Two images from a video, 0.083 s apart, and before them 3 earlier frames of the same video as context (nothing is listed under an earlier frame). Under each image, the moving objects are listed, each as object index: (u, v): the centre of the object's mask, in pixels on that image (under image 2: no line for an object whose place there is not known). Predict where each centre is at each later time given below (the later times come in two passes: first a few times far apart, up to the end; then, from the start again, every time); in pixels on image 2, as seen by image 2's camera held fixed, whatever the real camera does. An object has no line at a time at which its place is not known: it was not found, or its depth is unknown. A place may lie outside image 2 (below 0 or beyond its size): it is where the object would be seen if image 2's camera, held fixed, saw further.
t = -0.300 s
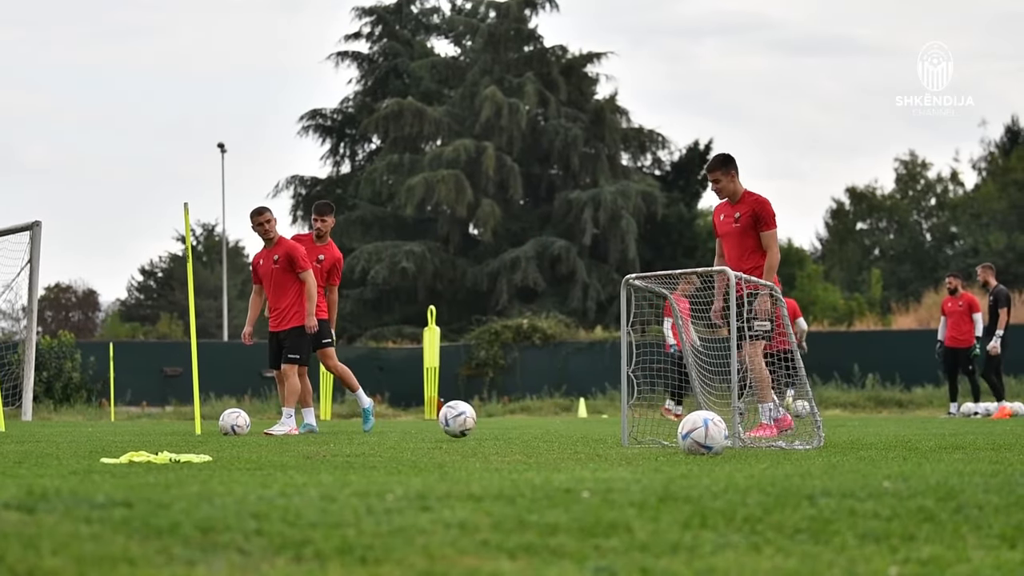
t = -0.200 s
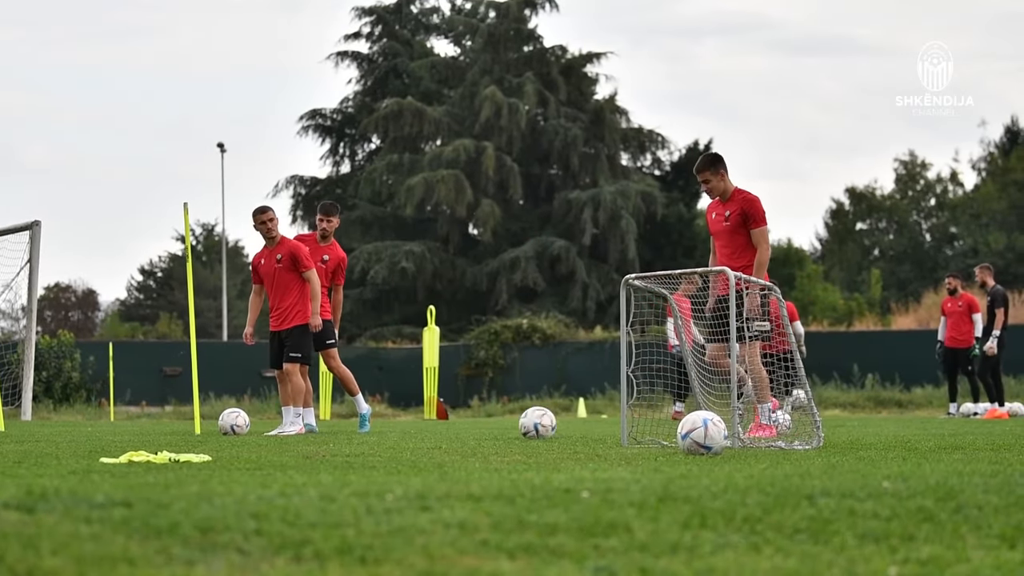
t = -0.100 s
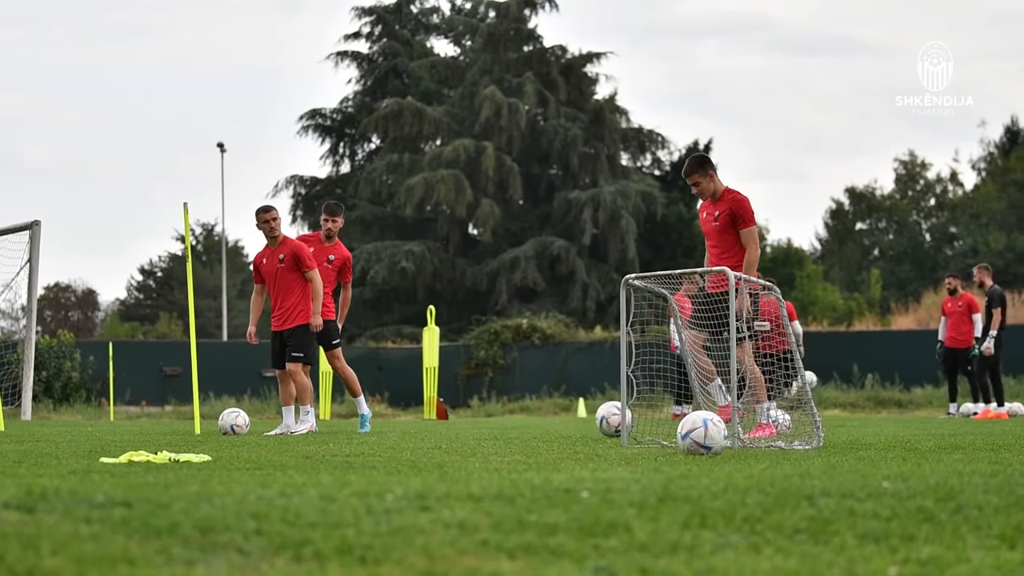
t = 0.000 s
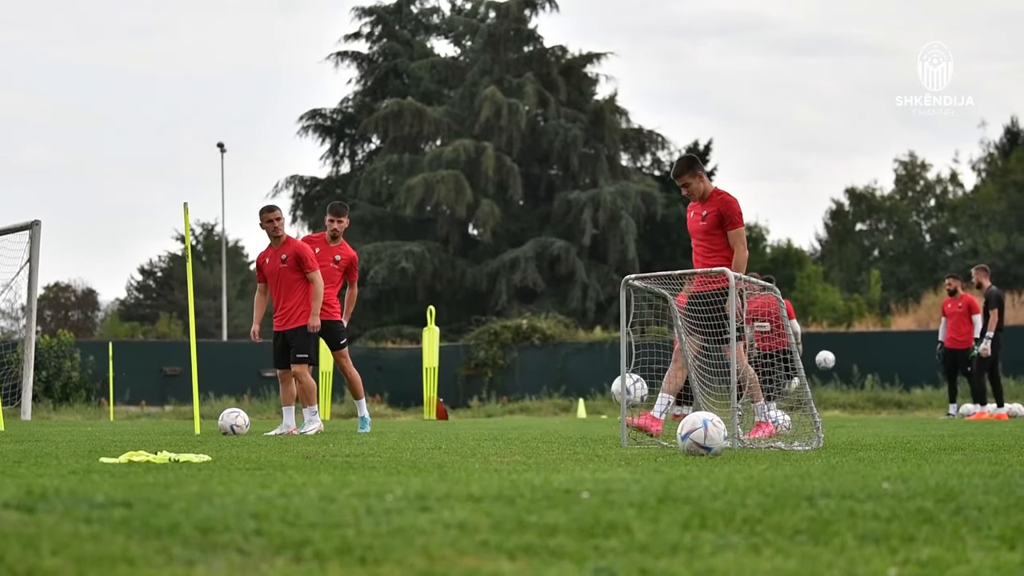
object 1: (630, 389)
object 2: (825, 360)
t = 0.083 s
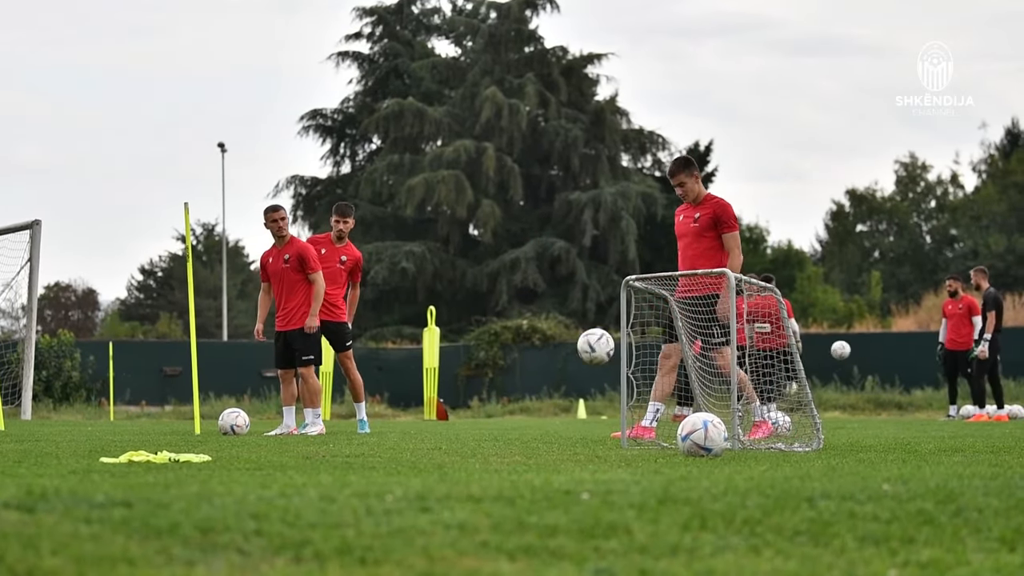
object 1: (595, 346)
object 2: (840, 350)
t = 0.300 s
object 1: (507, 277)
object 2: (879, 348)
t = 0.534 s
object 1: (408, 288)
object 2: (920, 388)
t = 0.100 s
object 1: (589, 338)
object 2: (844, 348)
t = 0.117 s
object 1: (582, 331)
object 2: (847, 347)
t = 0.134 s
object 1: (575, 324)
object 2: (850, 346)
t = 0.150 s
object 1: (568, 316)
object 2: (853, 345)
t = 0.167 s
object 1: (562, 310)
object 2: (856, 344)
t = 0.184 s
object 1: (555, 305)
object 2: (858, 344)
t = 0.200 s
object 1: (548, 299)
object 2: (861, 344)
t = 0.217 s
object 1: (541, 295)
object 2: (864, 344)
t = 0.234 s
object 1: (534, 291)
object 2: (867, 344)
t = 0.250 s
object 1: (527, 287)
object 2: (870, 345)
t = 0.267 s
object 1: (520, 283)
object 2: (873, 346)
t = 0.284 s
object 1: (513, 280)
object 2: (876, 347)
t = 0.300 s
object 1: (507, 277)
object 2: (879, 348)
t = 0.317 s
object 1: (500, 275)
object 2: (882, 350)
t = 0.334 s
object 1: (493, 273)
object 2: (885, 352)
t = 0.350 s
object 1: (486, 272)
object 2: (888, 354)
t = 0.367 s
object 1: (479, 271)
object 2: (891, 356)
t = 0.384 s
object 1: (472, 271)
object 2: (894, 358)
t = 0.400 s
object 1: (465, 271)
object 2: (897, 361)
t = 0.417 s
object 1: (458, 271)
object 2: (900, 363)
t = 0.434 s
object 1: (451, 272)
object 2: (903, 366)
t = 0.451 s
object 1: (444, 273)
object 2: (906, 370)
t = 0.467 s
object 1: (437, 275)
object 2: (909, 373)
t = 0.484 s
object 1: (430, 278)
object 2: (912, 377)
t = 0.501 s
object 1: (423, 281)
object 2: (914, 380)
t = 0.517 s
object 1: (415, 284)
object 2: (917, 384)
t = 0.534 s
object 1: (408, 288)
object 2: (920, 388)
